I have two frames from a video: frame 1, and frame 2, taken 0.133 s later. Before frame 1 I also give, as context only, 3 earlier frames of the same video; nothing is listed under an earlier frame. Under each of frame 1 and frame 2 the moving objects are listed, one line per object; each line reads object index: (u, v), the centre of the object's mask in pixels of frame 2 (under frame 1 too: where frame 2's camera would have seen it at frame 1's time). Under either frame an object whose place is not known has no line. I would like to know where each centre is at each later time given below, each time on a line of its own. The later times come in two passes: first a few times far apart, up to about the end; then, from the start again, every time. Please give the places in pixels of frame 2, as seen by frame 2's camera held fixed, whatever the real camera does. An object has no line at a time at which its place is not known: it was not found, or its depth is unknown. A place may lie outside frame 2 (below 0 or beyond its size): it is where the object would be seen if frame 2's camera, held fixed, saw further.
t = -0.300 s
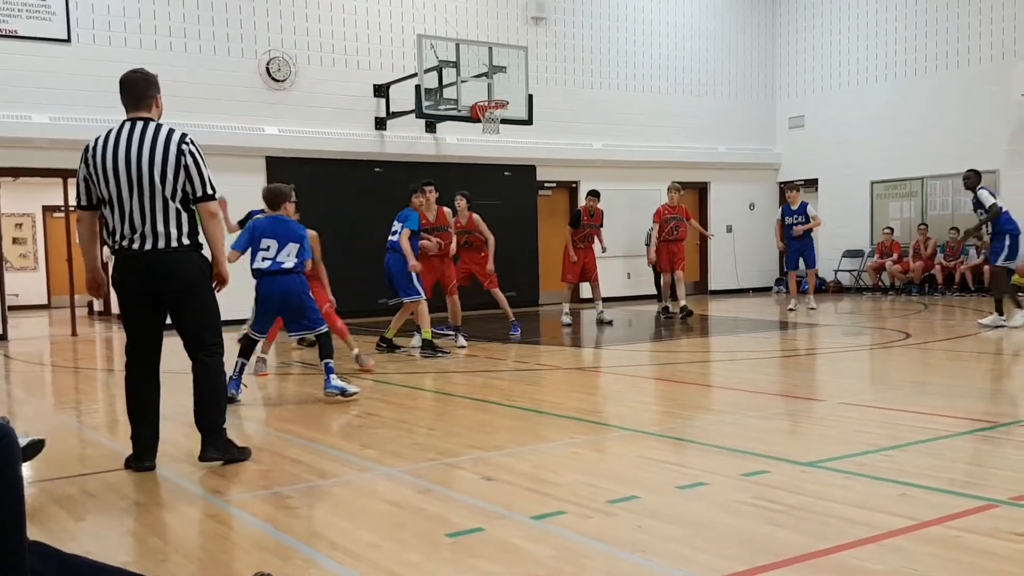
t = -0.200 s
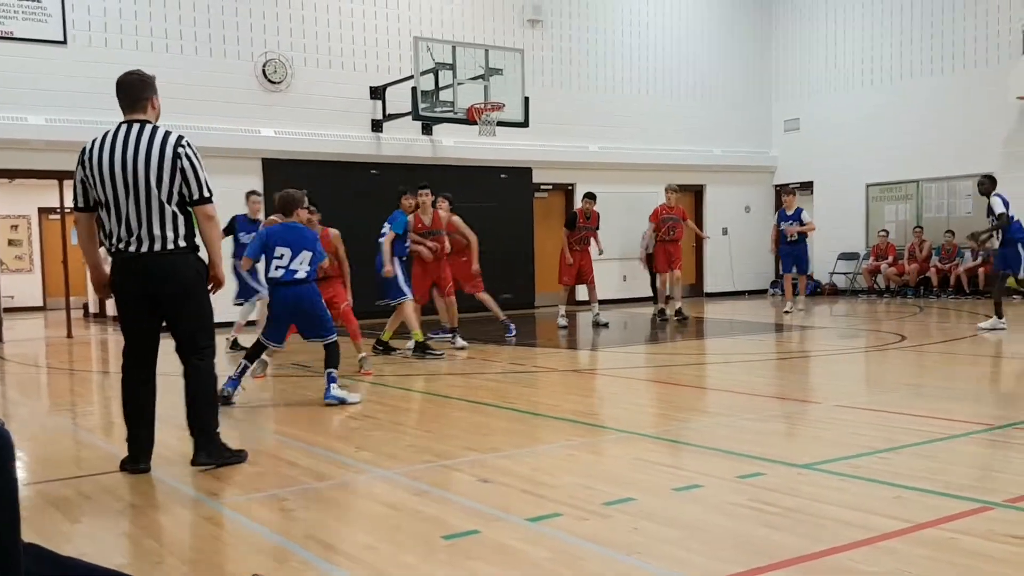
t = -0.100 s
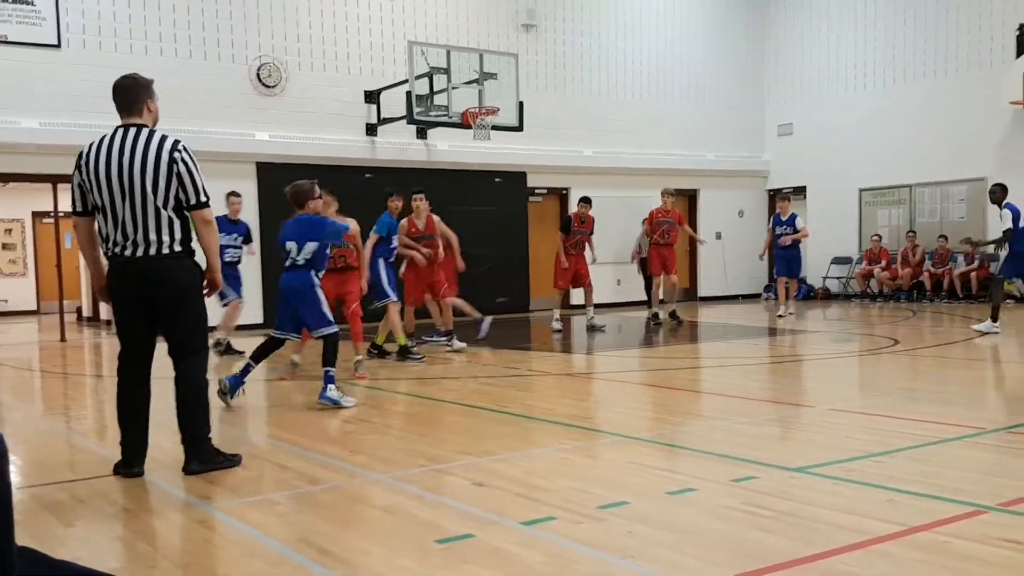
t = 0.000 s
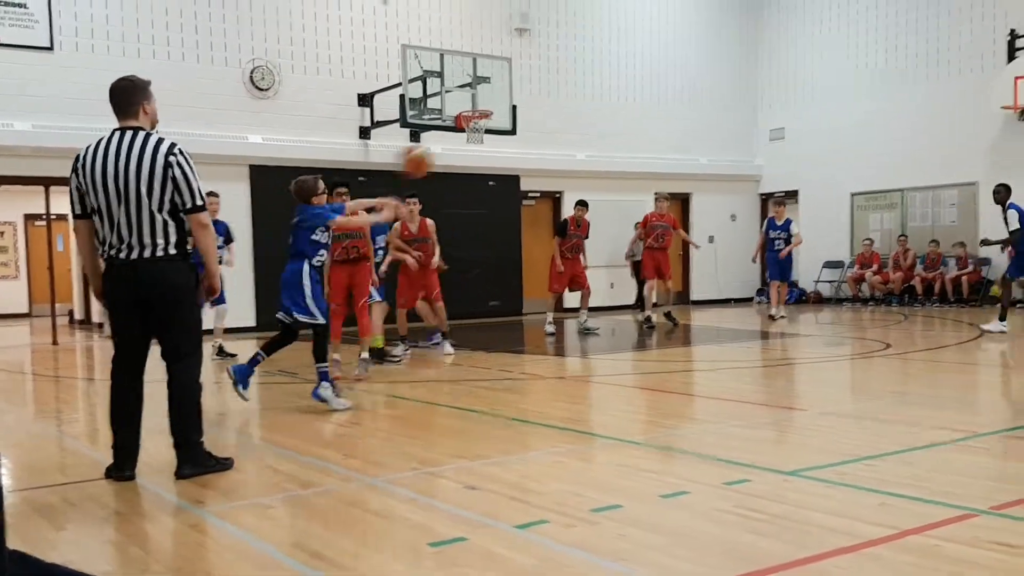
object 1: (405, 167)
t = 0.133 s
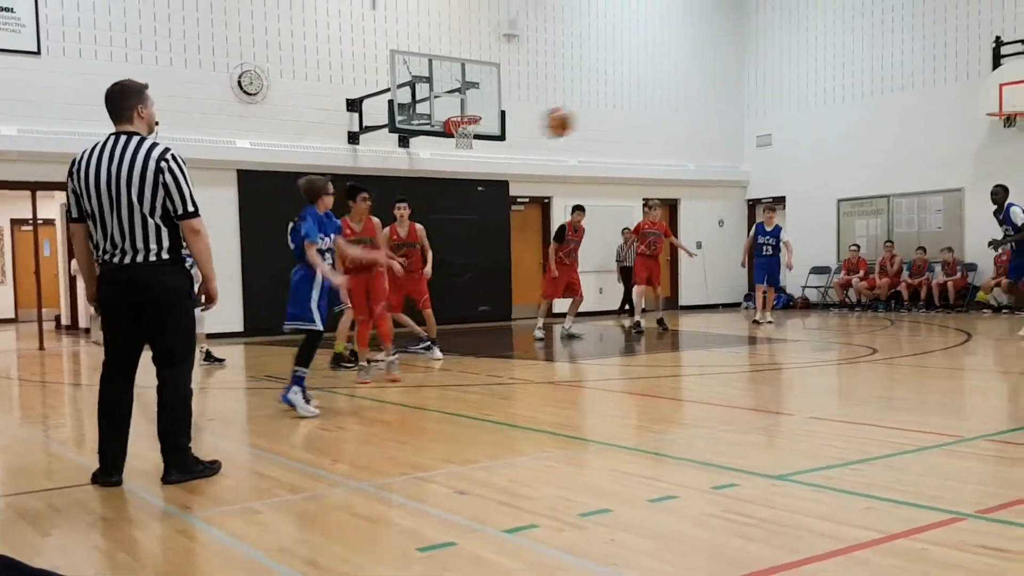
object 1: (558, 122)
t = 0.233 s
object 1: (661, 106)
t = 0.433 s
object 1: (843, 109)
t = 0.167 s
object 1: (593, 116)
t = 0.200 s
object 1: (627, 110)
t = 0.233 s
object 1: (661, 106)
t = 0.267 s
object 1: (693, 104)
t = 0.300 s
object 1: (726, 102)
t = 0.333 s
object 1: (756, 102)
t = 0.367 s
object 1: (786, 103)
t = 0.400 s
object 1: (815, 105)
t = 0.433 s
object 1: (843, 109)
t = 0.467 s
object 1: (870, 113)
